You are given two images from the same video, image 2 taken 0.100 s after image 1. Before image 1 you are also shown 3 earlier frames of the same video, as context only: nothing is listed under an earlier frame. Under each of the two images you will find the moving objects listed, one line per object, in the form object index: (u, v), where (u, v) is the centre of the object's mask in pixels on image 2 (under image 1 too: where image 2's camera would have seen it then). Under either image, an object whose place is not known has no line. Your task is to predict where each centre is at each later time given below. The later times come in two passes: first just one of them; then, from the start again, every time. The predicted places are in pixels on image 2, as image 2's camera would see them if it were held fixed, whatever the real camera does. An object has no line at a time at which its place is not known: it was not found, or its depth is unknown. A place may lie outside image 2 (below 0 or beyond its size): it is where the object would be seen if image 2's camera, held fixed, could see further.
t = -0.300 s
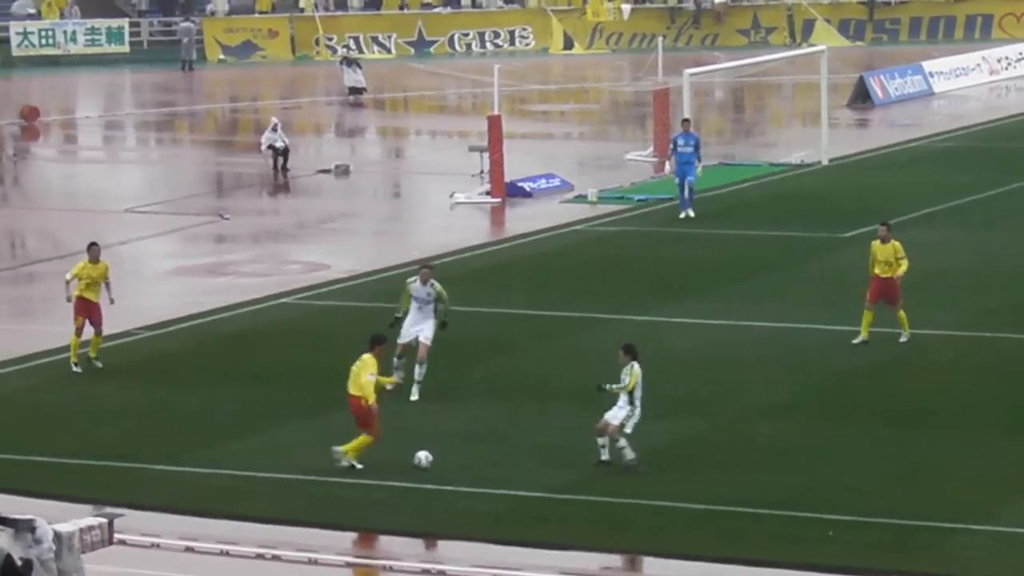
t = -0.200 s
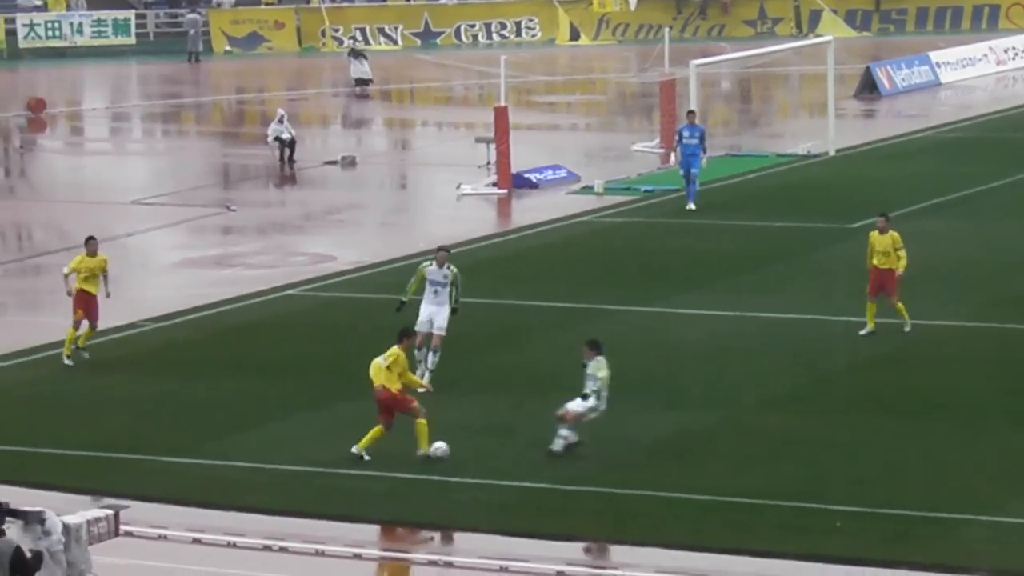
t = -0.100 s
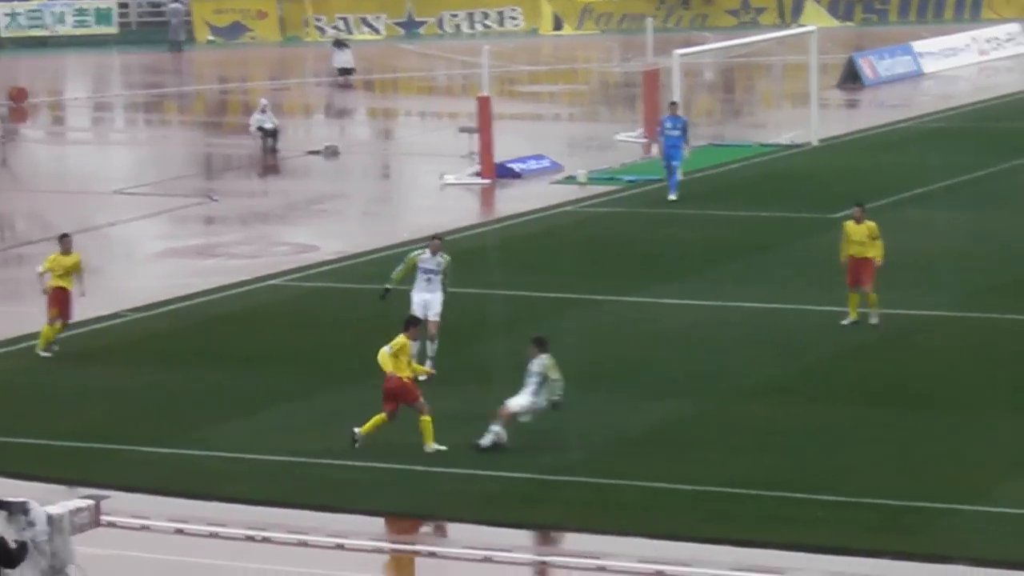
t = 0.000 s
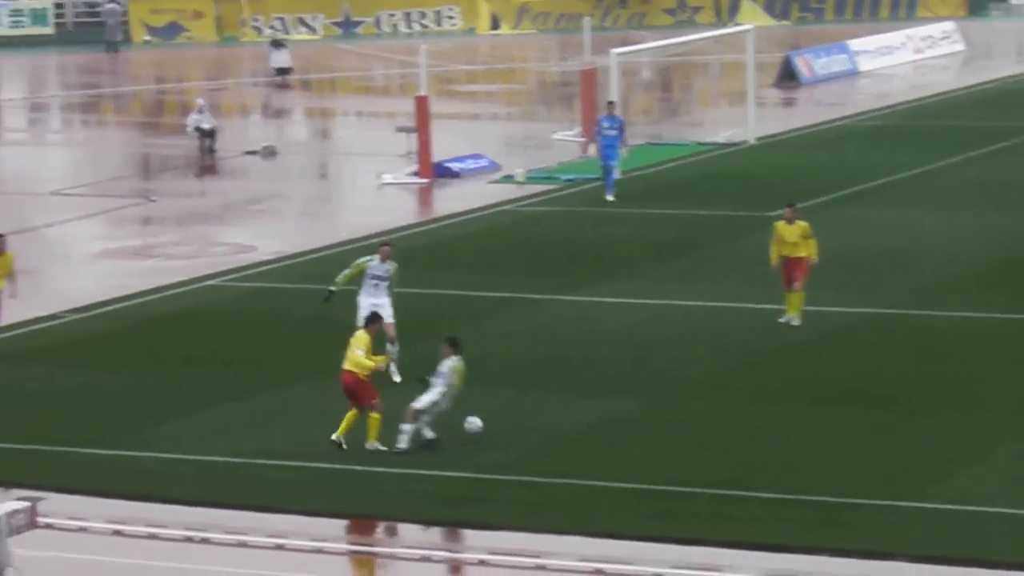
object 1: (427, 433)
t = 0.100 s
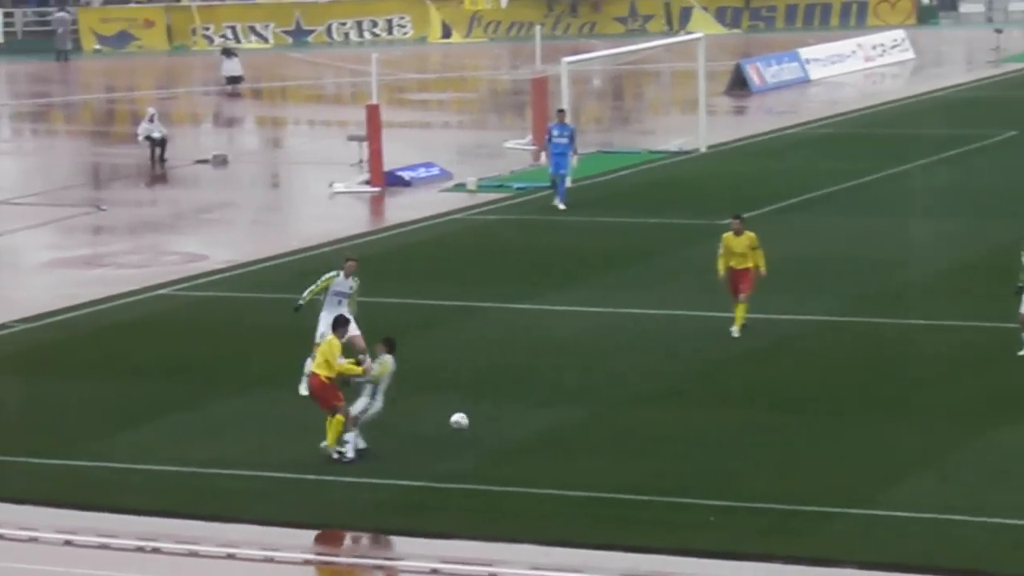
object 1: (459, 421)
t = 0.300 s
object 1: (527, 420)
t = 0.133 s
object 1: (470, 419)
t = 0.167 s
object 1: (480, 417)
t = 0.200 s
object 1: (491, 417)
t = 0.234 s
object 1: (503, 417)
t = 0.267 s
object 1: (515, 418)
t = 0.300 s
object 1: (527, 420)
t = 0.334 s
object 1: (538, 422)
